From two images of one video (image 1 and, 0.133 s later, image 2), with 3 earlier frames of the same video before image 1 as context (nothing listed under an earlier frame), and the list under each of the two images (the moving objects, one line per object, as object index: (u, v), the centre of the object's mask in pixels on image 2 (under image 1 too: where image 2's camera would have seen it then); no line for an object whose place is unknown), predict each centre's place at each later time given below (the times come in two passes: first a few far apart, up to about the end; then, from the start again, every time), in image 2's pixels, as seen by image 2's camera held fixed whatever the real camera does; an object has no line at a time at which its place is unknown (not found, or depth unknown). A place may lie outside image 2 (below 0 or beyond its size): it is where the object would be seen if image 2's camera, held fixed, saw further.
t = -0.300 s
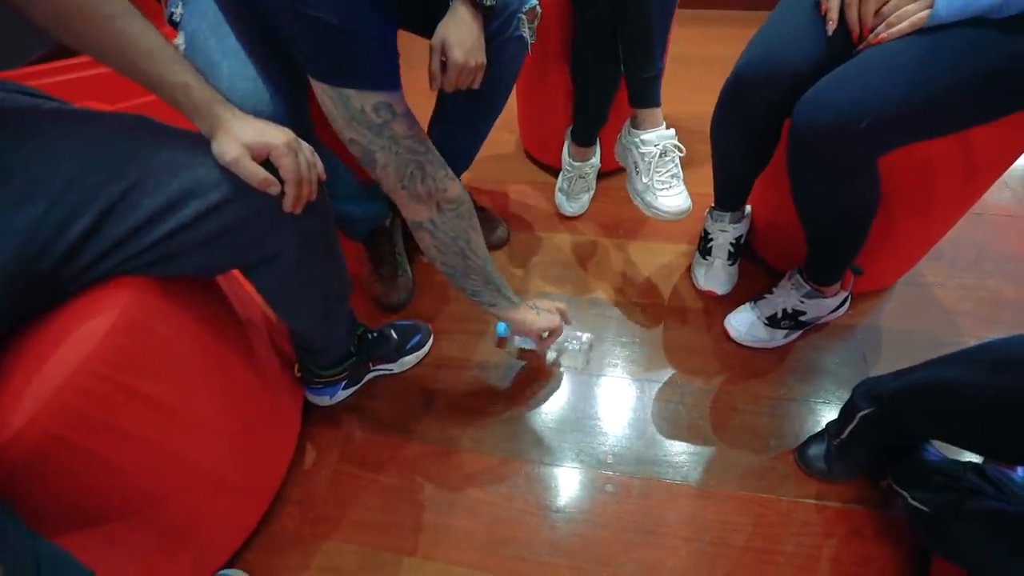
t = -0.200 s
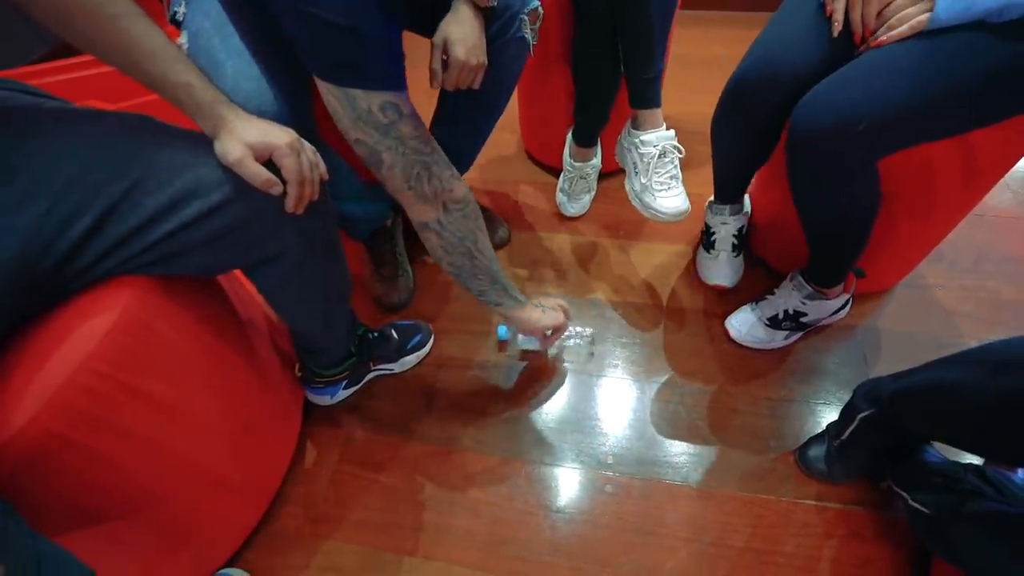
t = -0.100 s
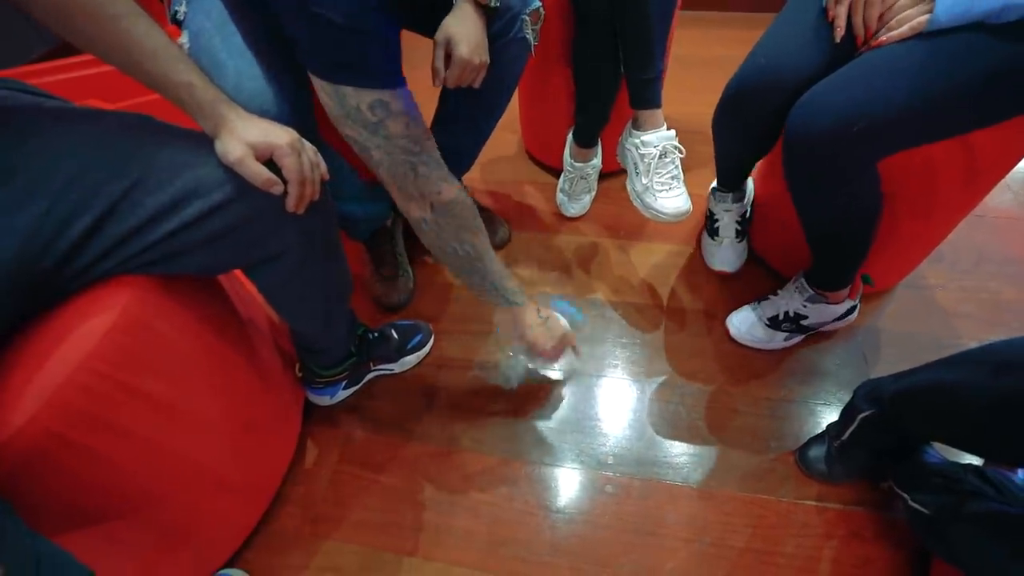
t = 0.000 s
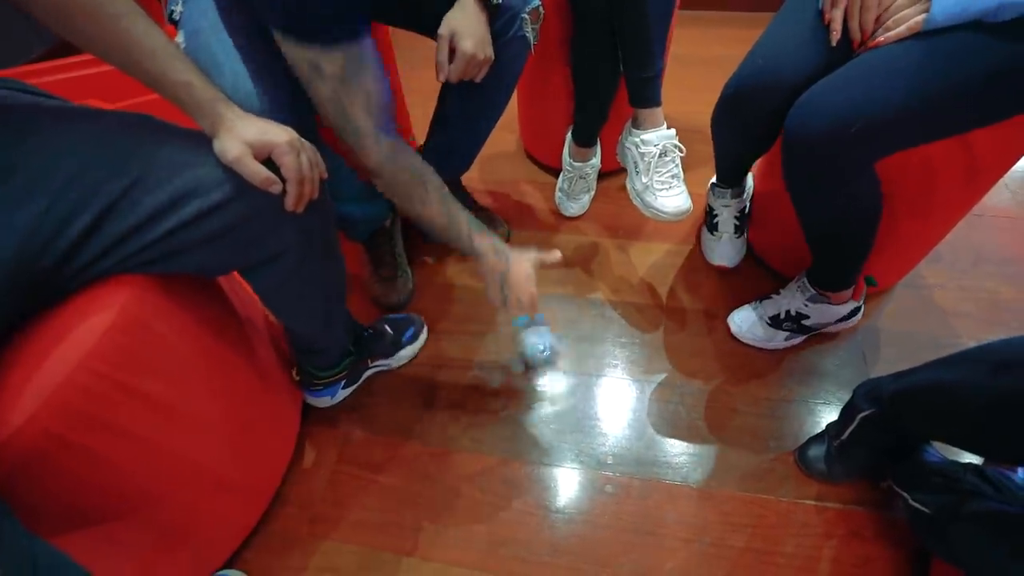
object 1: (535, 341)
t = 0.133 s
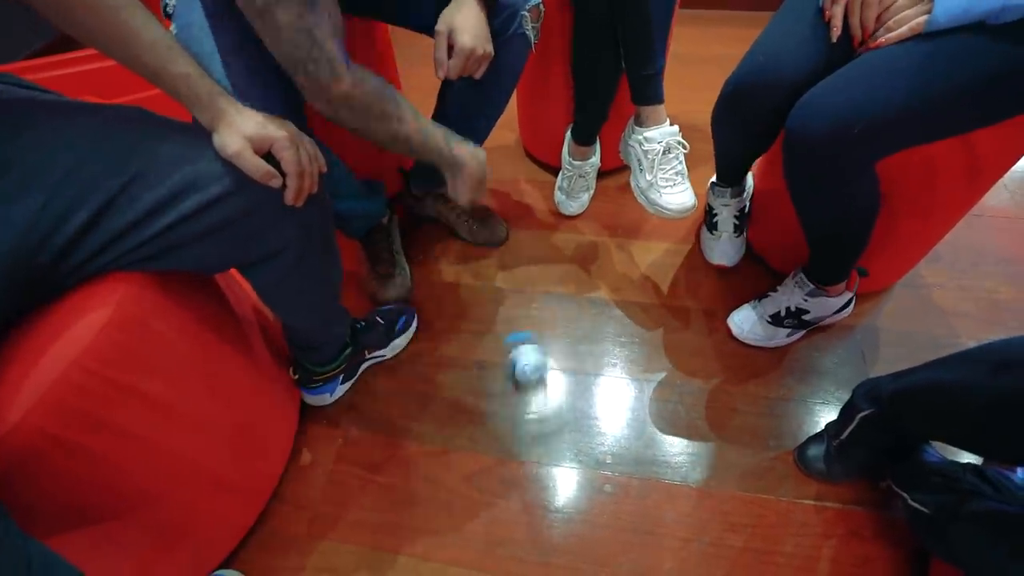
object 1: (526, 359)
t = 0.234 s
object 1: (512, 401)
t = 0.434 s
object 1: (498, 403)
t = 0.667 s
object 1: (512, 416)
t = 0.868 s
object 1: (507, 416)
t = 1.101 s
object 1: (504, 420)
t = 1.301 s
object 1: (503, 415)
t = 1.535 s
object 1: (504, 412)
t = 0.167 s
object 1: (520, 385)
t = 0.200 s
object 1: (523, 383)
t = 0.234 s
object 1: (512, 401)
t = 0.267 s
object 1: (507, 386)
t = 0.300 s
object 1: (523, 390)
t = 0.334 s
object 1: (514, 401)
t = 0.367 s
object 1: (515, 402)
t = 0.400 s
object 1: (505, 420)
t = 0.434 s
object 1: (498, 403)
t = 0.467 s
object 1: (514, 408)
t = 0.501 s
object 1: (504, 418)
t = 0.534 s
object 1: (508, 409)
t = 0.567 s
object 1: (515, 408)
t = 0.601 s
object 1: (497, 417)
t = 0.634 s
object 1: (498, 401)
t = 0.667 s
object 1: (512, 416)
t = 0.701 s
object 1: (513, 409)
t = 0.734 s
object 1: (507, 412)
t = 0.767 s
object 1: (512, 411)
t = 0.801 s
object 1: (492, 425)
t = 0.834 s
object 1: (491, 407)
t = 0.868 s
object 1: (507, 416)
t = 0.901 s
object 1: (501, 421)
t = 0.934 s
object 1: (501, 416)
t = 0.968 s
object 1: (504, 415)
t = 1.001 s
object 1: (503, 420)
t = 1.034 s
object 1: (486, 419)
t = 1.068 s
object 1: (499, 413)
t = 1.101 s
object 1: (504, 420)
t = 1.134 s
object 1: (497, 421)
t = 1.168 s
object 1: (494, 416)
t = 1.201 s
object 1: (501, 416)
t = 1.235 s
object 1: (501, 415)
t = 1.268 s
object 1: (509, 415)
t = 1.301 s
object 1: (503, 415)
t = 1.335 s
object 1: (503, 425)
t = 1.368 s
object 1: (498, 422)
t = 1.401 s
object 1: (493, 420)
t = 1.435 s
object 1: (492, 416)
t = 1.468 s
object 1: (496, 415)
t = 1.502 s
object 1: (496, 417)
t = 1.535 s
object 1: (504, 412)
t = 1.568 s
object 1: (507, 416)
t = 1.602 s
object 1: (502, 425)
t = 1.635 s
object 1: (498, 423)
